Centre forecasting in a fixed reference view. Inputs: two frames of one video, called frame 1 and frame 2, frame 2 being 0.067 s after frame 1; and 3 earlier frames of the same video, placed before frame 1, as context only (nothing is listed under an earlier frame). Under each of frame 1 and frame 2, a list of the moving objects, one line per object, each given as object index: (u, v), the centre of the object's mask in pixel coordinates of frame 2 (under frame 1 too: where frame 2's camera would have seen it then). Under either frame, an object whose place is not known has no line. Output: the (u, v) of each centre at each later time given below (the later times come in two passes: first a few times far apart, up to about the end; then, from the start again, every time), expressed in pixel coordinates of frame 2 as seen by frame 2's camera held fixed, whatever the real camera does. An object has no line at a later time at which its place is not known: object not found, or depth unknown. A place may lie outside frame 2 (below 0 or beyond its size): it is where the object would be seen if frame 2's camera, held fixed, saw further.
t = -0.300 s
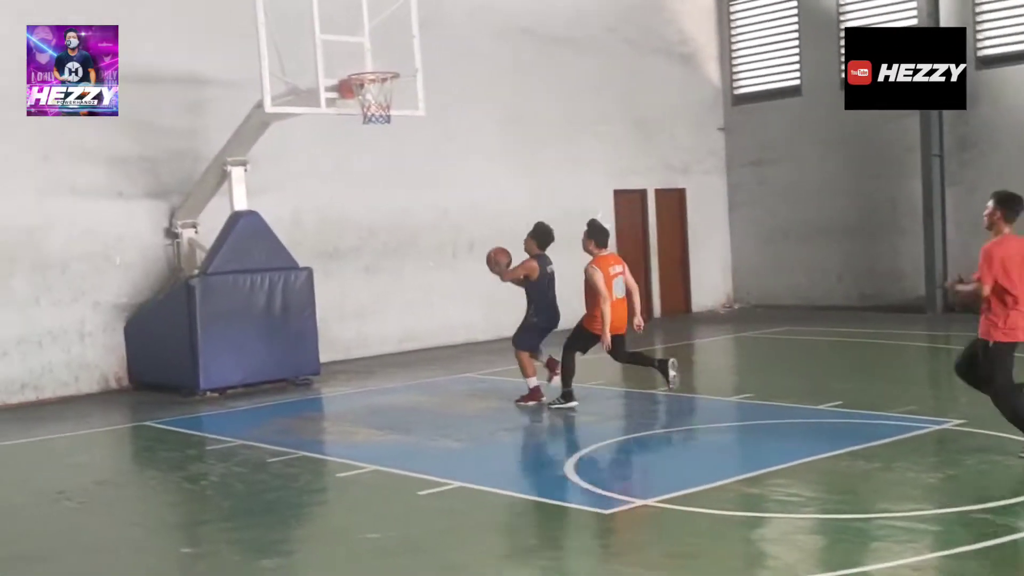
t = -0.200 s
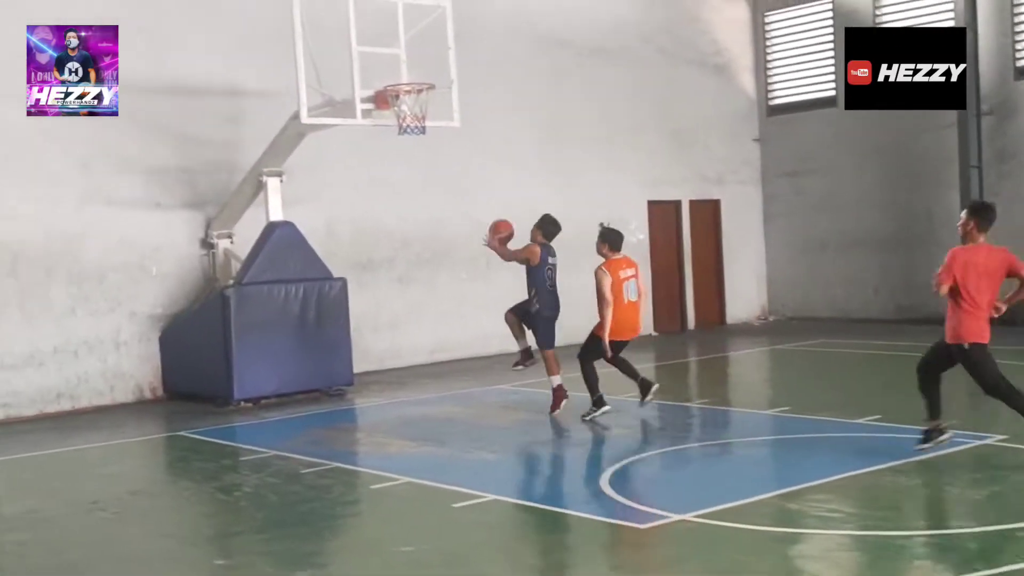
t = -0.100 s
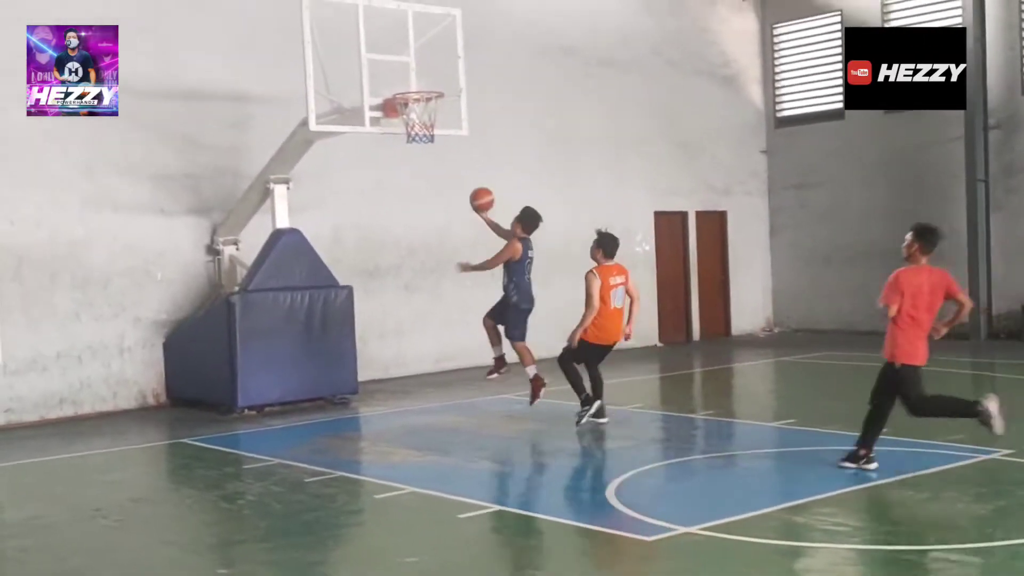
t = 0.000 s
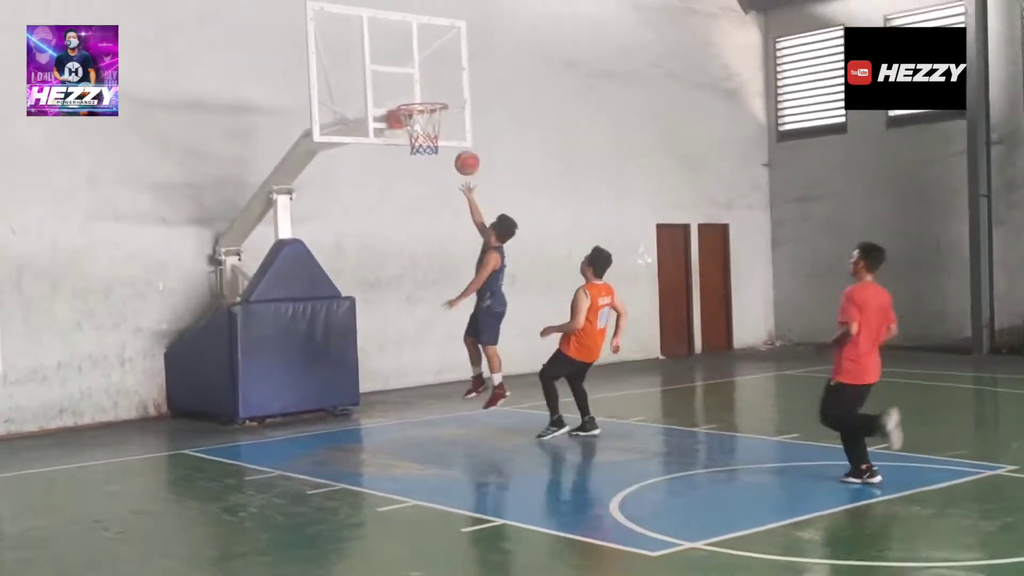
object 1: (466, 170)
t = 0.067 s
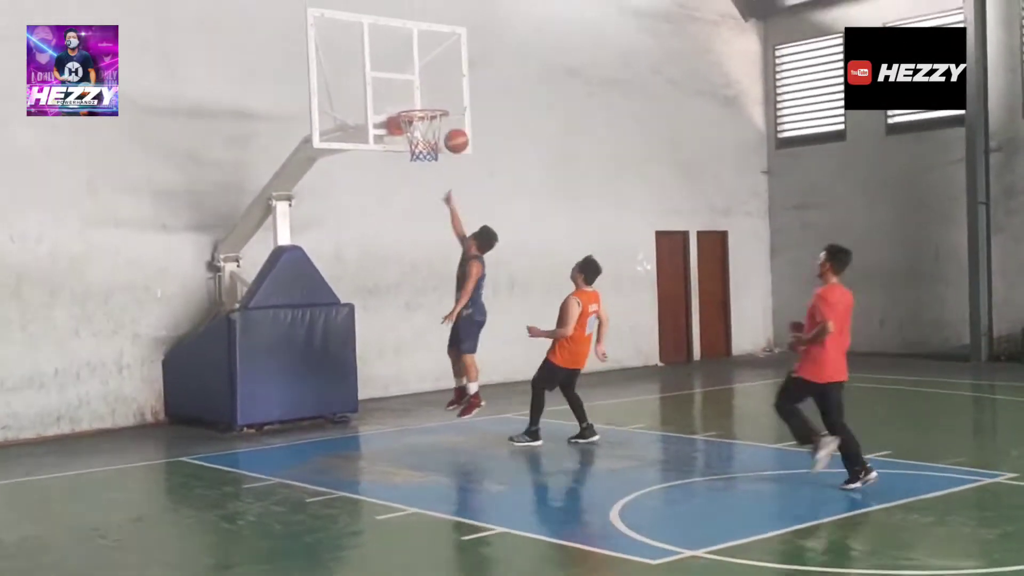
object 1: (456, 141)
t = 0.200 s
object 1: (435, 97)
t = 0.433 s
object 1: (424, 63)
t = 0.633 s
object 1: (426, 79)
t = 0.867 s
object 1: (423, 142)
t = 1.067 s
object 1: (418, 181)
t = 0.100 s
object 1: (453, 129)
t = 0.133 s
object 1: (448, 115)
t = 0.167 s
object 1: (440, 106)
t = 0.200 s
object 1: (435, 97)
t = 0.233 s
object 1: (429, 89)
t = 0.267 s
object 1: (425, 82)
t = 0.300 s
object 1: (423, 77)
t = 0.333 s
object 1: (424, 71)
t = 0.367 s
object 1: (424, 67)
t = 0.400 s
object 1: (424, 65)
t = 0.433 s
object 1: (424, 63)
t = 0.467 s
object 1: (424, 63)
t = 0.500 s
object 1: (424, 64)
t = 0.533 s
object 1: (424, 66)
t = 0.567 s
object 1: (425, 69)
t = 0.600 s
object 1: (425, 74)
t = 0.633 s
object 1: (426, 79)
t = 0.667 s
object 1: (426, 86)
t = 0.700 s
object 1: (426, 94)
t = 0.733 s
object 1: (427, 107)
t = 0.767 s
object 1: (428, 111)
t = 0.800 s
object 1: (425, 121)
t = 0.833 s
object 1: (426, 130)
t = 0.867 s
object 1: (423, 142)
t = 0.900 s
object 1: (422, 147)
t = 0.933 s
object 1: (421, 151)
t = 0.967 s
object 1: (420, 158)
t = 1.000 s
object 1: (419, 164)
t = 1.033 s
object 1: (418, 172)
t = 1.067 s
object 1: (418, 181)
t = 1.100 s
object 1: (417, 191)
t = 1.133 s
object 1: (417, 202)
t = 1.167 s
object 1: (417, 214)
